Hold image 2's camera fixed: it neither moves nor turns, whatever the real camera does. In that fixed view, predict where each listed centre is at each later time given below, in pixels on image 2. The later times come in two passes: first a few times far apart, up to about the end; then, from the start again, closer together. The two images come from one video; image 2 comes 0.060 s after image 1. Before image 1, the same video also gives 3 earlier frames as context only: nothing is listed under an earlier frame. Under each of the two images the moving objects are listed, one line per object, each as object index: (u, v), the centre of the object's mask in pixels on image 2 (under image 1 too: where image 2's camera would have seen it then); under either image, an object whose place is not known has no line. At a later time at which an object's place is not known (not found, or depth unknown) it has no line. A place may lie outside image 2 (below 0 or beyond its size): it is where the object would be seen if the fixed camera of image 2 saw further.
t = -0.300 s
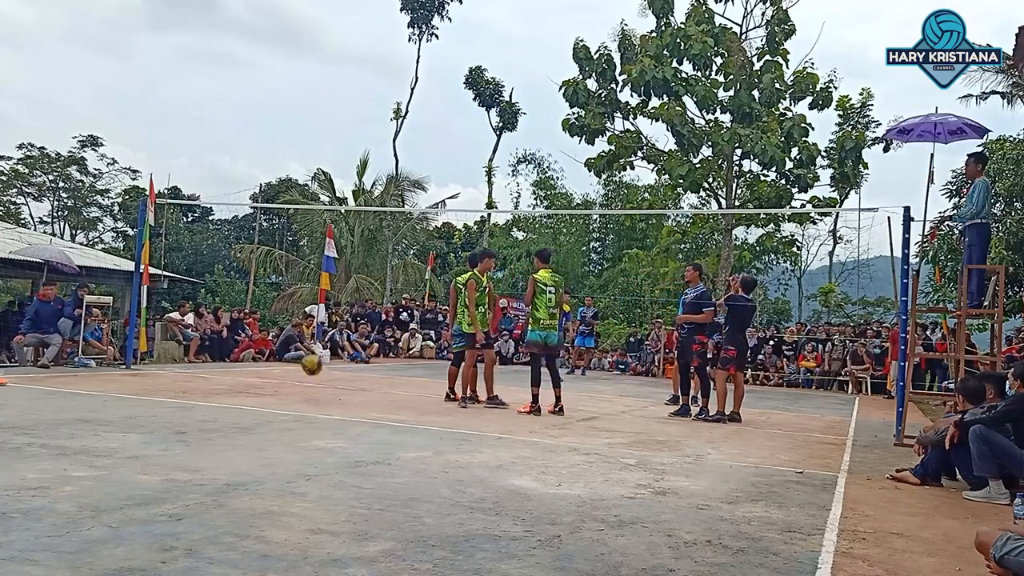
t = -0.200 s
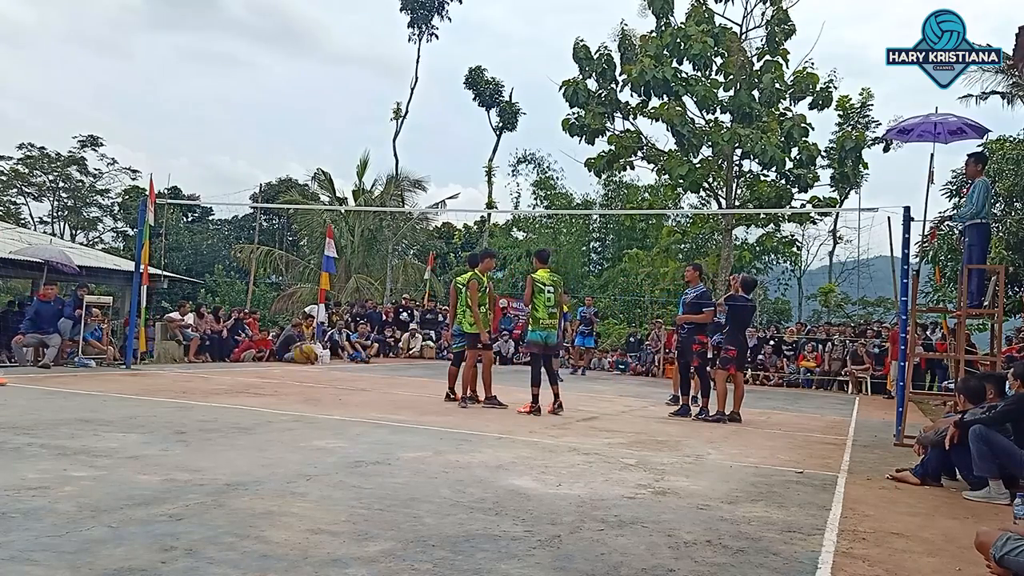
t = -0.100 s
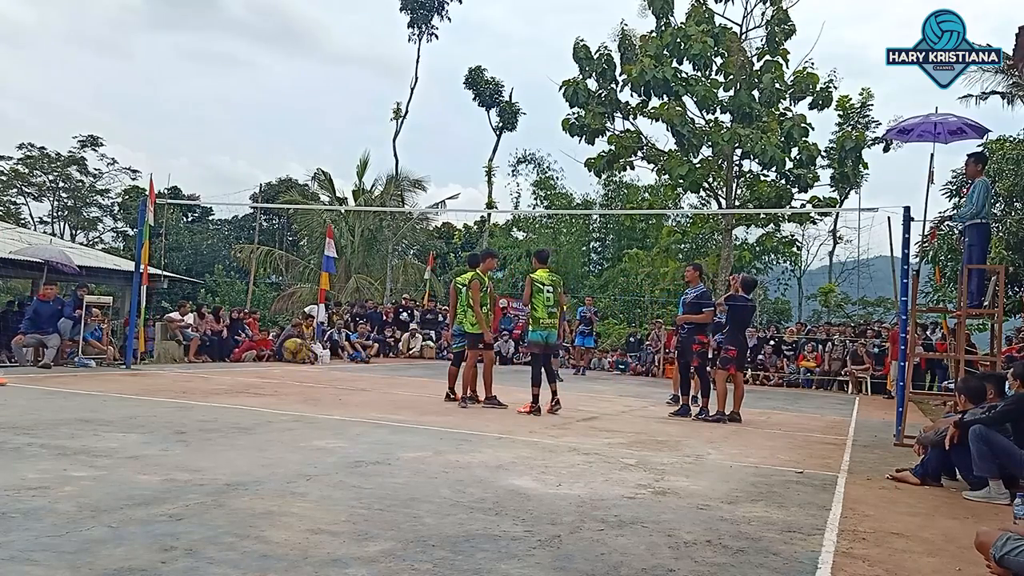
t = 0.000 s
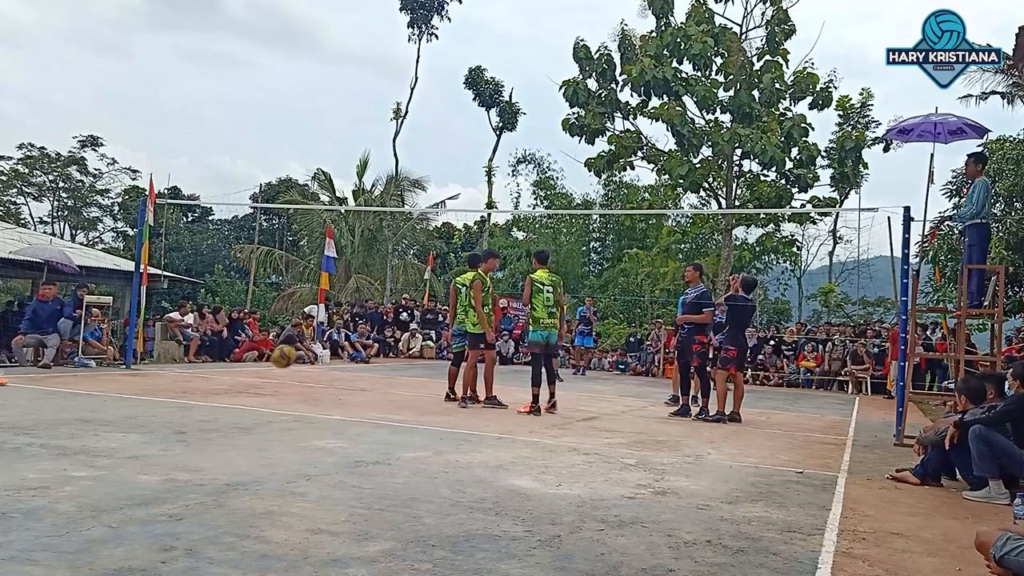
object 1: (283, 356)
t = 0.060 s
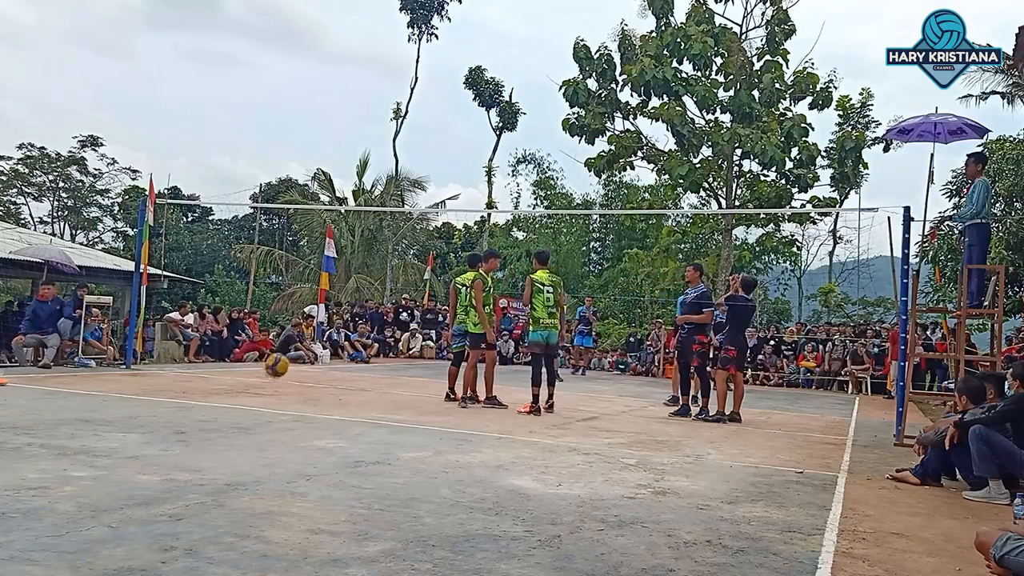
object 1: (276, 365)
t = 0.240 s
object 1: (252, 398)
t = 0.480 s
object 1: (220, 359)
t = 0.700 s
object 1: (179, 387)
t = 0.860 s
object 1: (142, 414)
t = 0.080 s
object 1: (274, 370)
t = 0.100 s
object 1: (271, 374)
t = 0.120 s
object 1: (269, 378)
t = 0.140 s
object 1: (265, 386)
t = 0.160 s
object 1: (262, 391)
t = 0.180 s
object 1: (260, 398)
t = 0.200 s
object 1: (257, 402)
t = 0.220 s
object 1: (255, 404)
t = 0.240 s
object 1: (252, 398)
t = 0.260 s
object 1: (251, 394)
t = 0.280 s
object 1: (248, 388)
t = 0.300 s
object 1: (245, 383)
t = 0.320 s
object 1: (243, 378)
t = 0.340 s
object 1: (240, 373)
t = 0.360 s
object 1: (238, 371)
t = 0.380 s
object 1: (235, 367)
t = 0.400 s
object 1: (232, 365)
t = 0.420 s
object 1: (229, 363)
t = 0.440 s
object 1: (226, 361)
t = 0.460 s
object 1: (223, 360)
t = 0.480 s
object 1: (220, 359)
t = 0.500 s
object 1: (217, 359)
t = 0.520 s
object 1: (214, 359)
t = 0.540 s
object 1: (210, 360)
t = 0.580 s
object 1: (203, 363)
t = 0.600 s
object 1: (200, 365)
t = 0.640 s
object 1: (191, 372)
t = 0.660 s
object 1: (187, 376)
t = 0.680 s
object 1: (183, 382)
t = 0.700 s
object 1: (179, 387)
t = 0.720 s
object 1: (174, 395)
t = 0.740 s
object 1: (170, 401)
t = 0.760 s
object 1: (165, 408)
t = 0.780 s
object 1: (160, 417)
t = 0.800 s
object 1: (155, 422)
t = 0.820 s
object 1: (151, 423)
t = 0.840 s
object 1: (146, 419)
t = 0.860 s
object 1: (142, 414)
